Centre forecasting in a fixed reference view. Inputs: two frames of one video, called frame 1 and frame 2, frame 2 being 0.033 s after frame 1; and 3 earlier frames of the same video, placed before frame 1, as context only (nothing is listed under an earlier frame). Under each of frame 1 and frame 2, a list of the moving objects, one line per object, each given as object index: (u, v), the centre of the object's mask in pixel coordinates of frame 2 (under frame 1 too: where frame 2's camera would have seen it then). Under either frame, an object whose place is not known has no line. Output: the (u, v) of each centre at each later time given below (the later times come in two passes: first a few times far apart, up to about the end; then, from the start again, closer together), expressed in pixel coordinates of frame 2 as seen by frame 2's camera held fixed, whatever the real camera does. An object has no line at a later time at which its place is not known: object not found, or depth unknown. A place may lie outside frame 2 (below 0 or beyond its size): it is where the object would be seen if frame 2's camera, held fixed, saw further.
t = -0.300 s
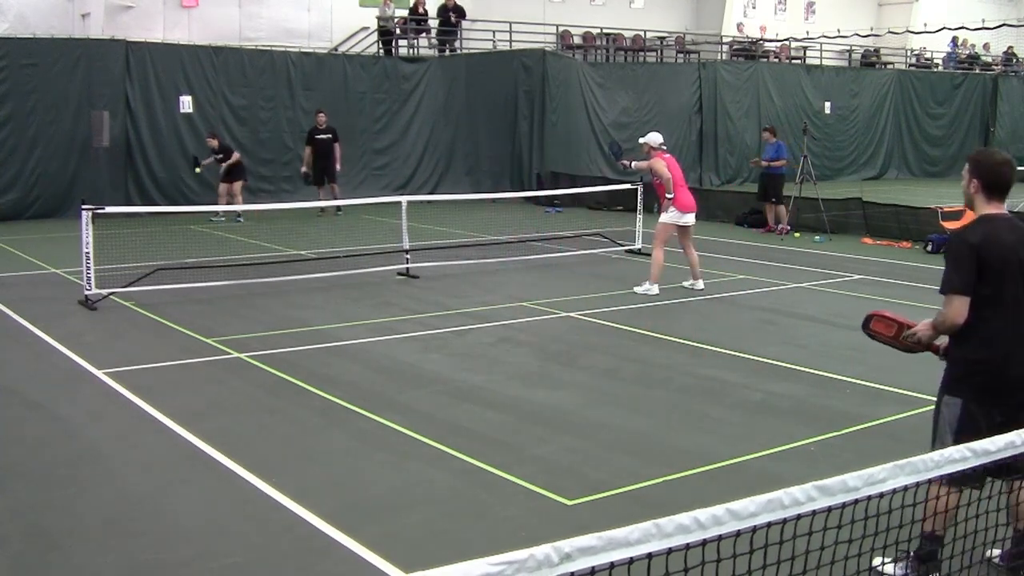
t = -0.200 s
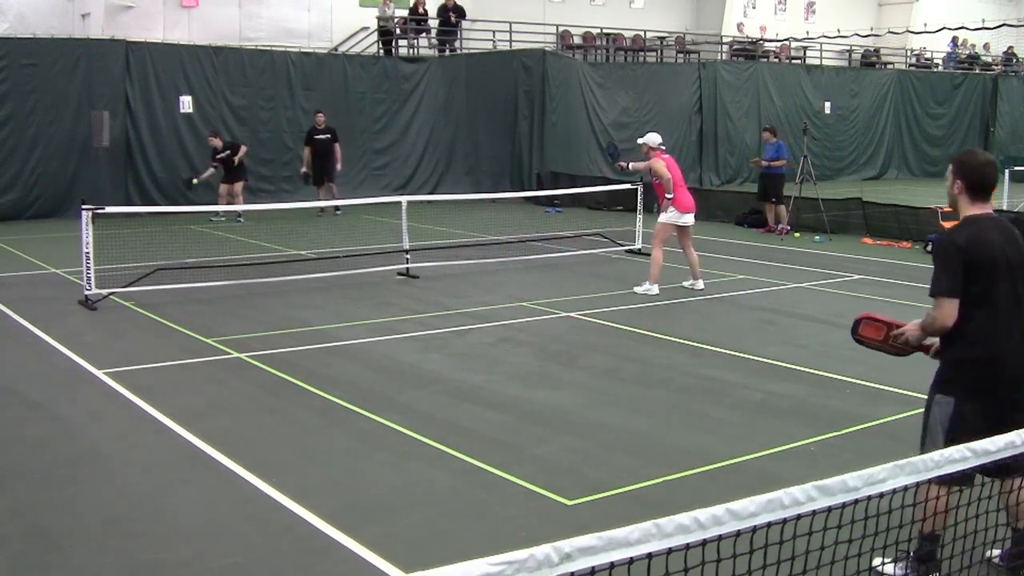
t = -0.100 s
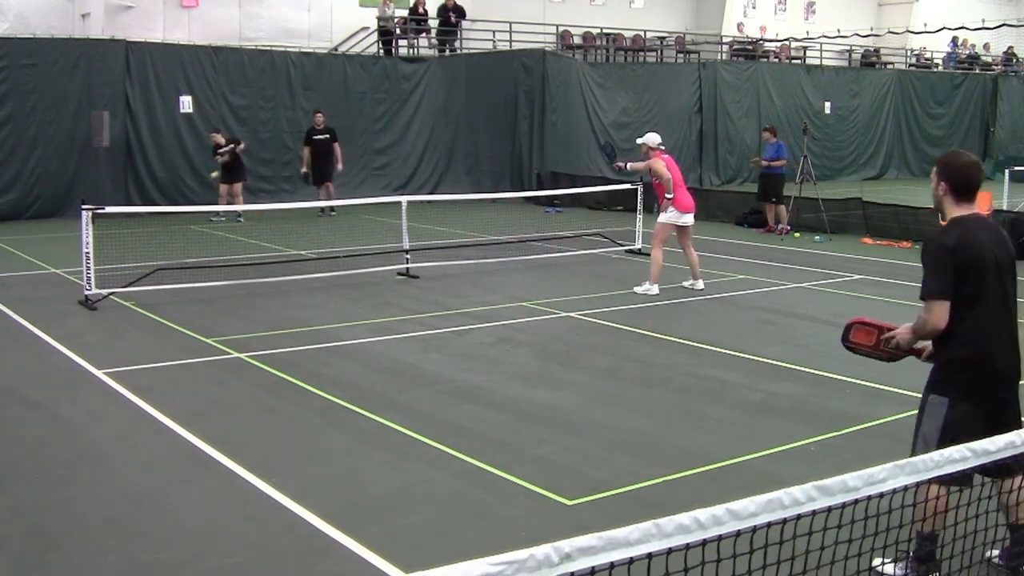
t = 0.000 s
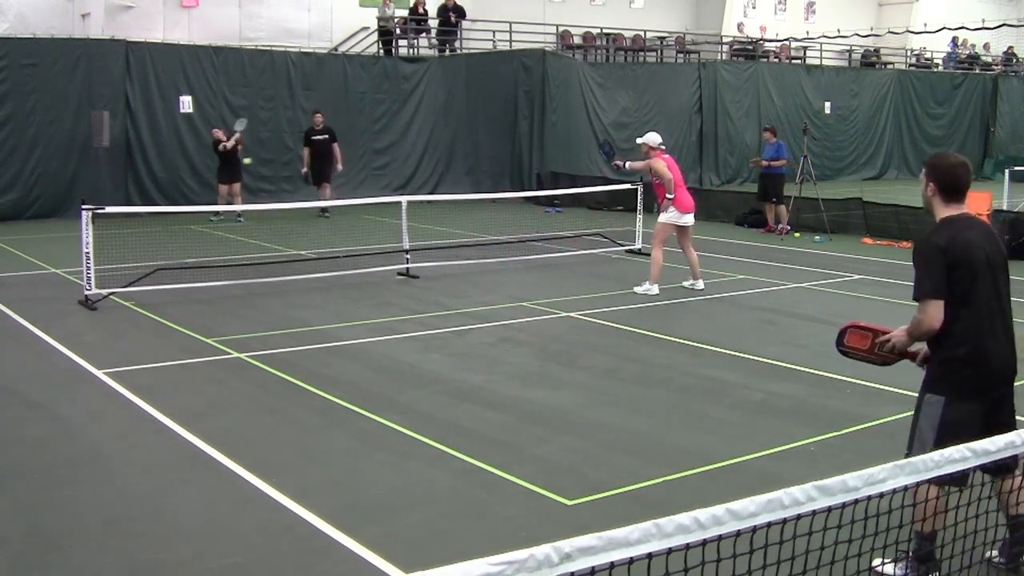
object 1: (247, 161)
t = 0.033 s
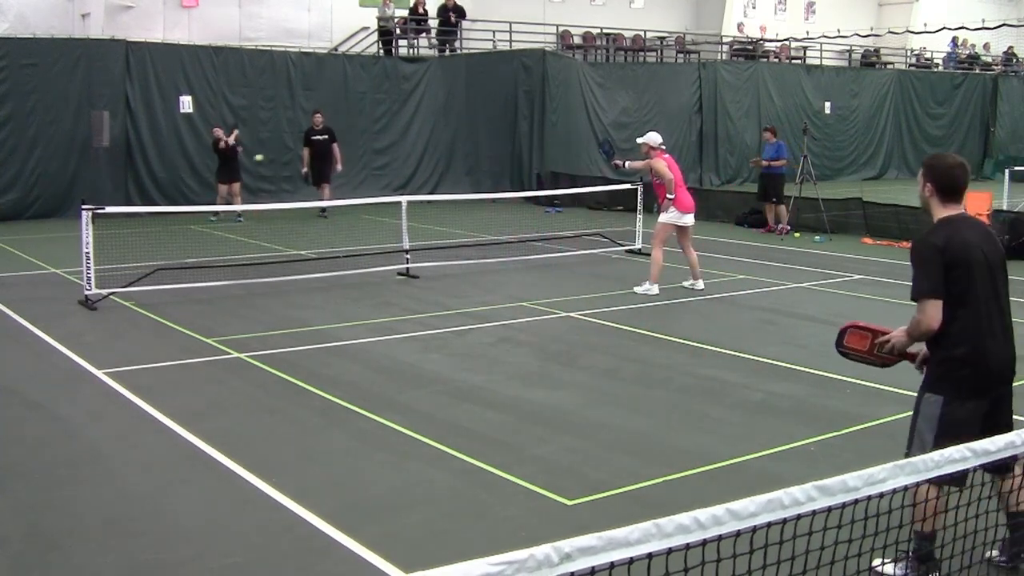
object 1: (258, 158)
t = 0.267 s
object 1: (347, 160)
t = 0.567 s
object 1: (499, 258)
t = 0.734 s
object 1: (603, 359)
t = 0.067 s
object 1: (270, 155)
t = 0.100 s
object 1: (282, 154)
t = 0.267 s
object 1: (347, 160)
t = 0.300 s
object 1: (362, 164)
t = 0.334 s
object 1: (376, 170)
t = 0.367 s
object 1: (392, 177)
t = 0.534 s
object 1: (479, 238)
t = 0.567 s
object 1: (499, 258)
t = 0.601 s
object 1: (520, 279)
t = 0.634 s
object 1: (540, 302)
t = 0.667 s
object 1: (563, 331)
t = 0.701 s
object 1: (587, 361)
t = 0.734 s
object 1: (603, 359)
